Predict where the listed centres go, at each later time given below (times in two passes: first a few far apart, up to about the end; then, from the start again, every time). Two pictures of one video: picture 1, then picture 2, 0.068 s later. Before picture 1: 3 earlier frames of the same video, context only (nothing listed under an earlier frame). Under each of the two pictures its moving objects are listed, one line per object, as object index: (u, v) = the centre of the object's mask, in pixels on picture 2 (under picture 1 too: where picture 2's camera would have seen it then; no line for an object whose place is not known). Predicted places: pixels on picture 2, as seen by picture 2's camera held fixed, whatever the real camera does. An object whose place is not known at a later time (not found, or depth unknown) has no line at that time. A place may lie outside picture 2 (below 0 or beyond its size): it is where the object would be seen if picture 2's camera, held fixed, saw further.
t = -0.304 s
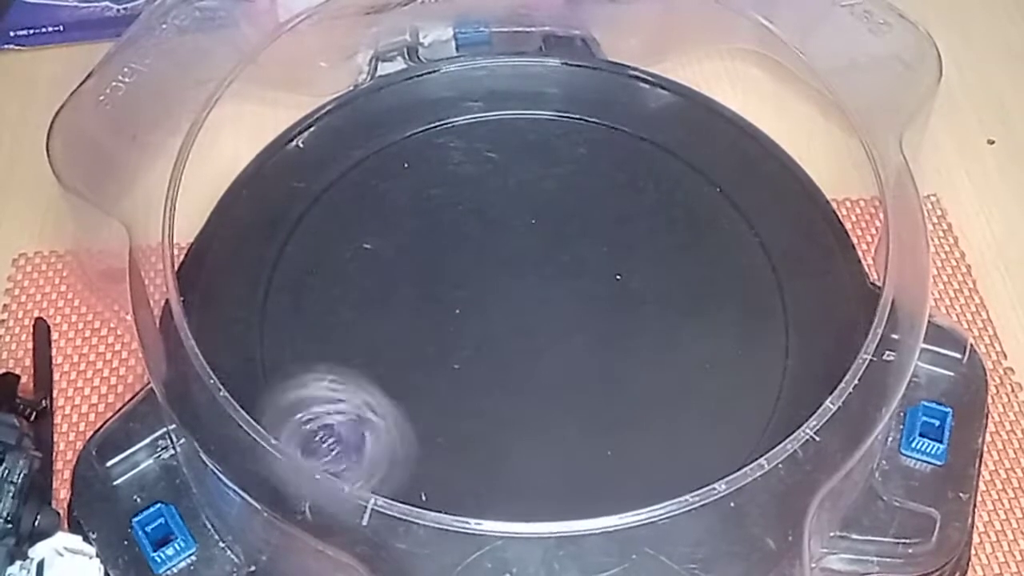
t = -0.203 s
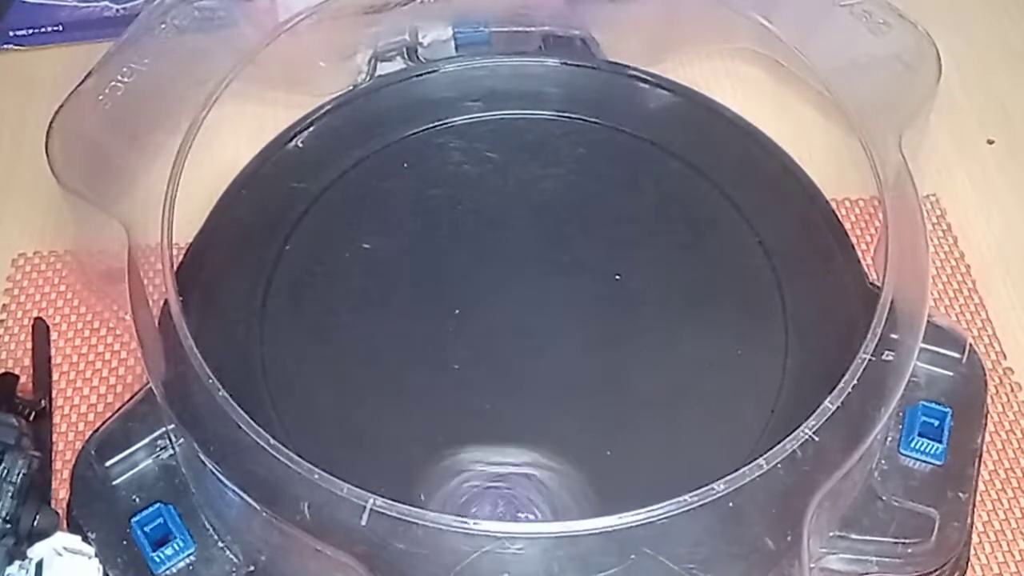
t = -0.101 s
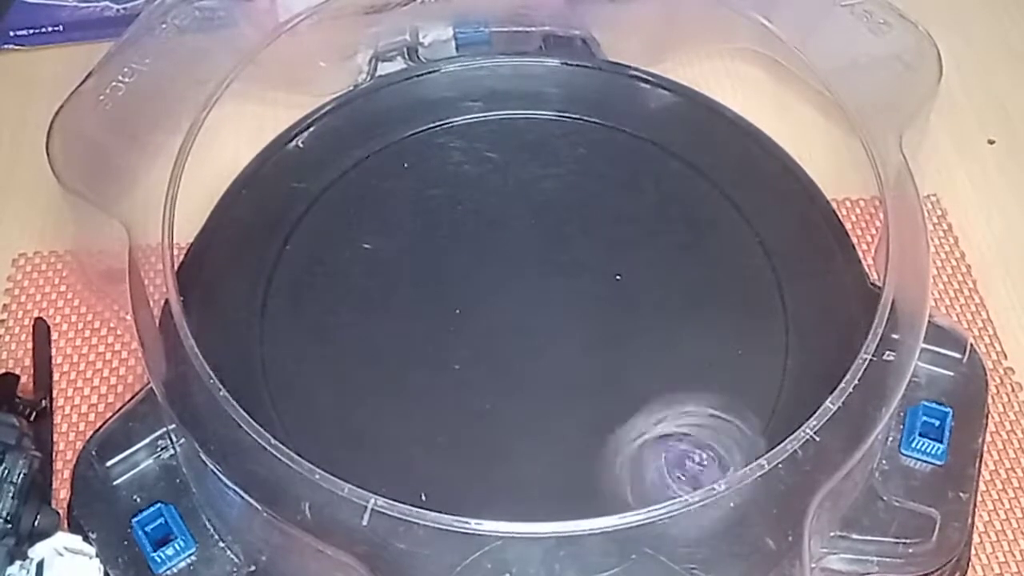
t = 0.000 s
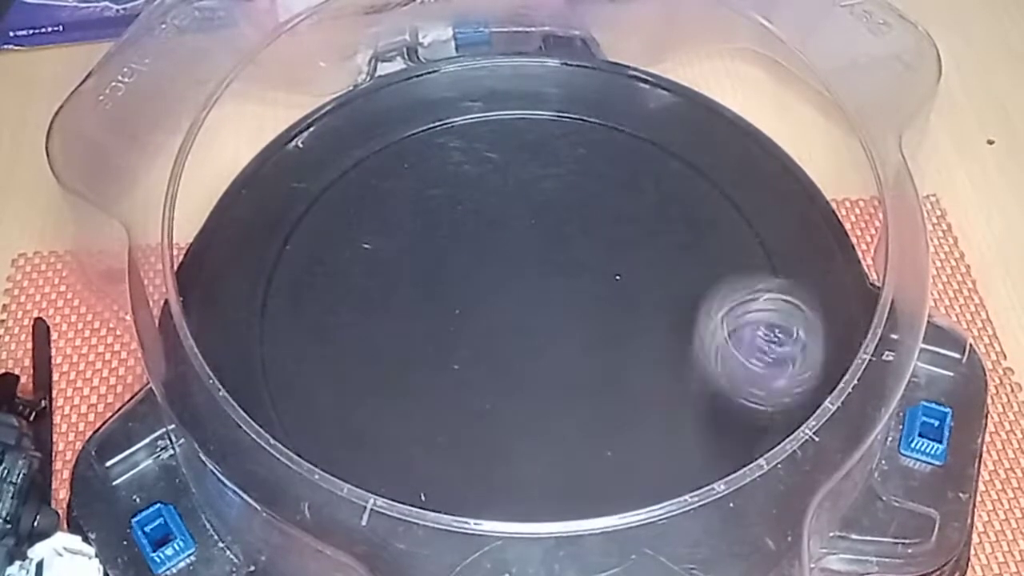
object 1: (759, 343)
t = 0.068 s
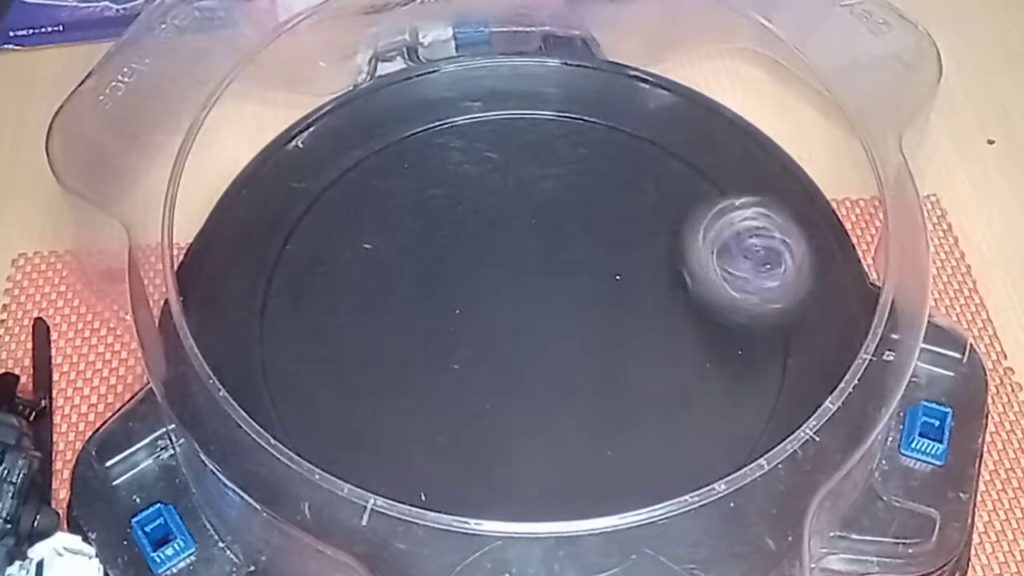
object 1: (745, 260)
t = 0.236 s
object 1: (574, 127)
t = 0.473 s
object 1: (293, 229)
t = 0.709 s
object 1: (457, 479)
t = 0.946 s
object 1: (766, 328)
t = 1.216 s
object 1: (541, 102)
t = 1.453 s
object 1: (284, 262)
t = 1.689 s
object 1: (504, 487)
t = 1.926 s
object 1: (774, 319)
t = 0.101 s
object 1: (722, 222)
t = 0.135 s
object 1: (694, 189)
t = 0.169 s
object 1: (662, 162)
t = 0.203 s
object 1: (621, 139)
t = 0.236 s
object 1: (574, 127)
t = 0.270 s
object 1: (531, 121)
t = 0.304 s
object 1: (475, 122)
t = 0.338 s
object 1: (429, 126)
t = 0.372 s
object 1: (387, 142)
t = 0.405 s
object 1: (347, 161)
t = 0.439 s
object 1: (313, 189)
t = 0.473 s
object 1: (293, 229)
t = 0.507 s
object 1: (281, 272)
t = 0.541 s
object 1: (276, 320)
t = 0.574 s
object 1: (286, 364)
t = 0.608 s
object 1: (310, 402)
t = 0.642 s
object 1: (353, 439)
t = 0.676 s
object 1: (402, 462)
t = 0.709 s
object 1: (457, 479)
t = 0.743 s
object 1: (517, 486)
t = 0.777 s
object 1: (575, 483)
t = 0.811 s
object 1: (636, 467)
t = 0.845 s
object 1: (680, 446)
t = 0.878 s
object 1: (724, 413)
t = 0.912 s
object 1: (753, 374)
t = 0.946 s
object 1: (766, 328)
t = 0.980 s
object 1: (767, 282)
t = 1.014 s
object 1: (754, 239)
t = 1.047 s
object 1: (737, 200)
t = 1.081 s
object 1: (706, 162)
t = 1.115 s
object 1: (669, 139)
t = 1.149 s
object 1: (627, 120)
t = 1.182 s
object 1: (585, 108)
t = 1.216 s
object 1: (541, 102)
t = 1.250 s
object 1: (487, 102)
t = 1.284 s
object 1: (441, 111)
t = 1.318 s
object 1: (397, 130)
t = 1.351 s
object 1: (361, 153)
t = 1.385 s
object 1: (328, 183)
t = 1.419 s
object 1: (304, 218)
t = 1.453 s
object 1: (284, 262)
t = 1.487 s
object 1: (277, 307)
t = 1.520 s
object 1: (283, 354)
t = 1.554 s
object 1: (305, 395)
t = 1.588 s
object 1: (339, 428)
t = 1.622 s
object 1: (390, 460)
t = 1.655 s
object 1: (444, 478)
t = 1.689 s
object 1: (504, 487)
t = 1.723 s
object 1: (564, 487)
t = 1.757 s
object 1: (618, 477)
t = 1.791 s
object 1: (668, 457)
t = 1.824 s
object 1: (712, 431)
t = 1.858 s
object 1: (745, 398)
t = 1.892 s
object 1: (767, 362)
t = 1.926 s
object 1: (774, 319)
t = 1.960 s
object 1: (768, 274)
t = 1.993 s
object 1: (756, 233)
